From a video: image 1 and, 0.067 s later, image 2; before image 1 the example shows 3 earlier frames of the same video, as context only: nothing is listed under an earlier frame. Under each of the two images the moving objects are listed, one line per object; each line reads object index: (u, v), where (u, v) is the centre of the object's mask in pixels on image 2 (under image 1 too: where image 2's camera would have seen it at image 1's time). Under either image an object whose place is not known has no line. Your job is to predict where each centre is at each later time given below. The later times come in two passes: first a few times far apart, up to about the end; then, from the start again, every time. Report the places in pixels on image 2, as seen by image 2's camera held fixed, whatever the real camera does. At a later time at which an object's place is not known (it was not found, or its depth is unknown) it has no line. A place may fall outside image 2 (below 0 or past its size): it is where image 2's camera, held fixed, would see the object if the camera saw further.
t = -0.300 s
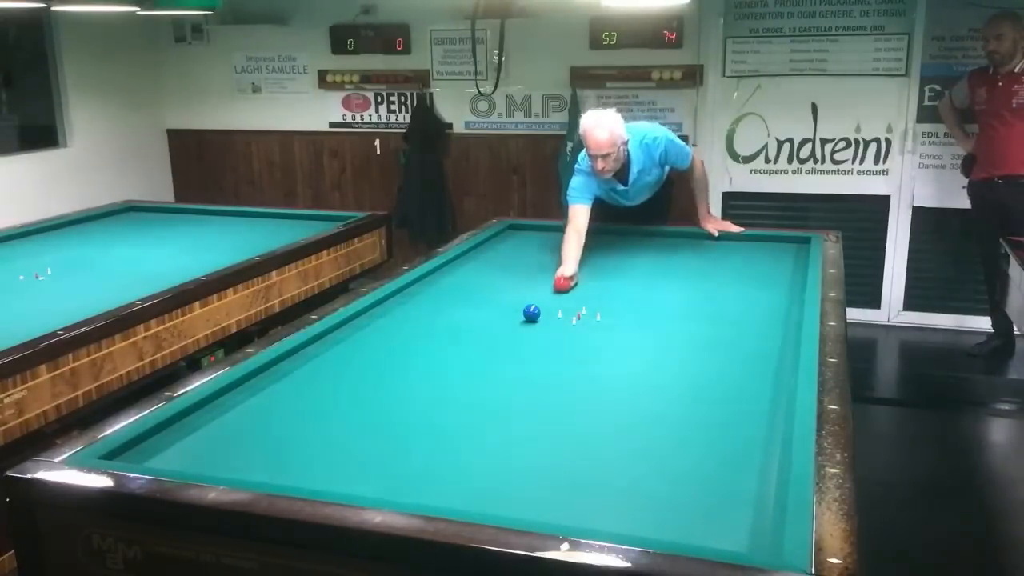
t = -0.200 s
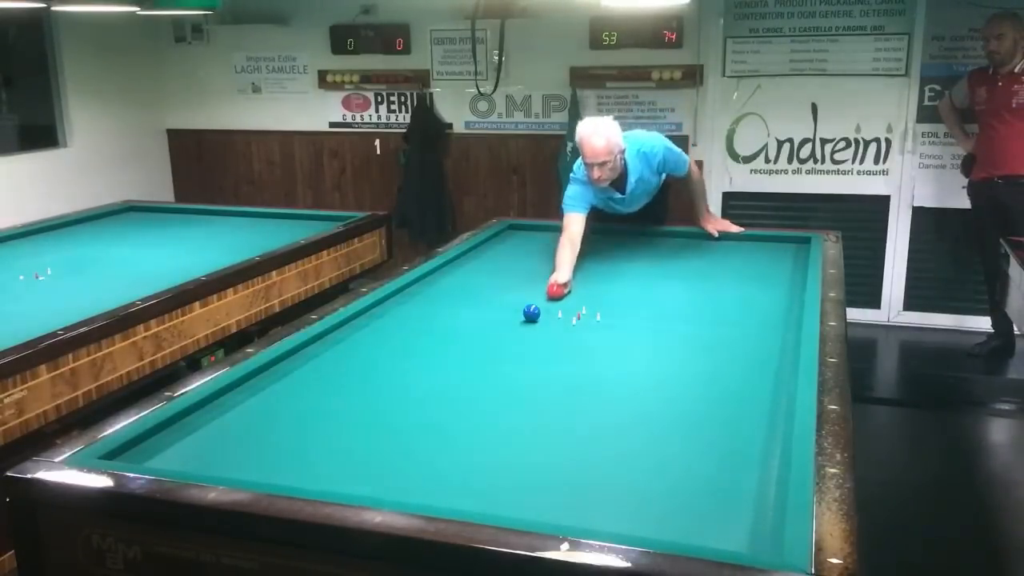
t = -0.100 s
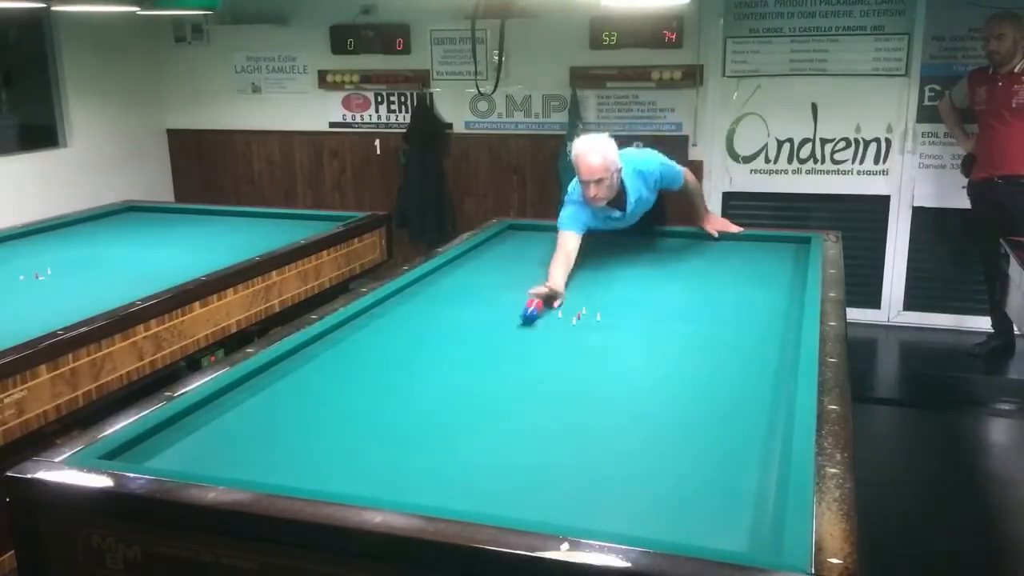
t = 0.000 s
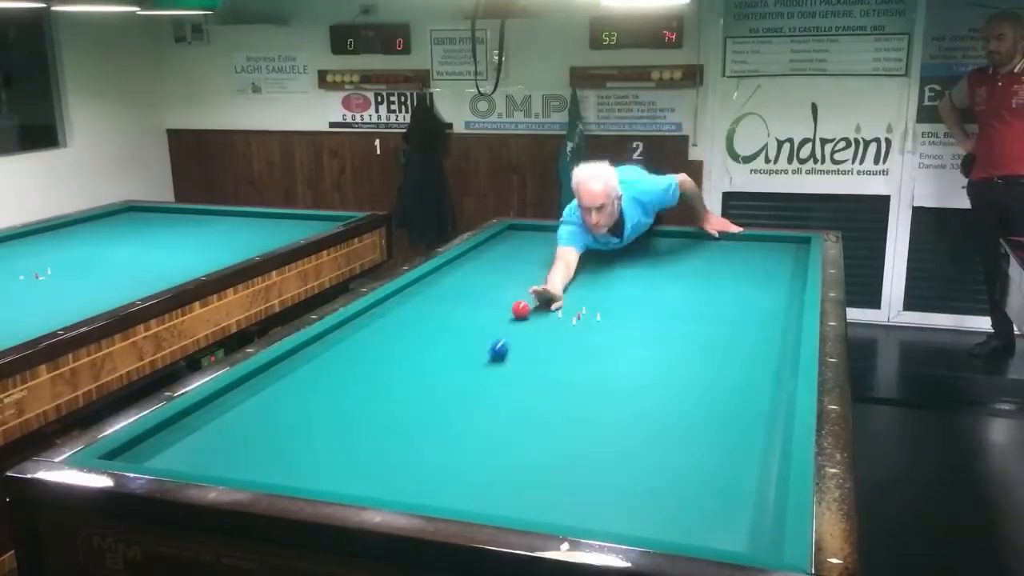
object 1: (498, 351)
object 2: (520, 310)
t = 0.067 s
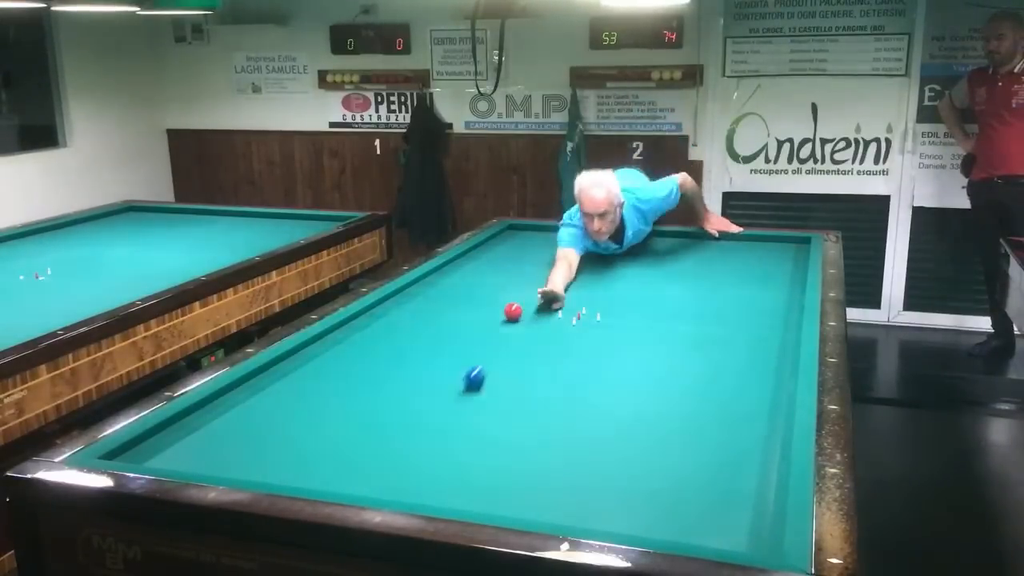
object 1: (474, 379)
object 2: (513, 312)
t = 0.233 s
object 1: (395, 471)
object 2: (494, 317)
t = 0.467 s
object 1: (457, 417)
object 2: (467, 323)
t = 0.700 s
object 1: (518, 360)
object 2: (440, 330)
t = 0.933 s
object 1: (560, 322)
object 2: (413, 336)
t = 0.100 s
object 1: (461, 394)
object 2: (509, 313)
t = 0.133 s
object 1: (446, 412)
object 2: (505, 314)
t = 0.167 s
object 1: (431, 430)
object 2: (502, 315)
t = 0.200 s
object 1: (413, 450)
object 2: (498, 316)
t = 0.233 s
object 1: (395, 471)
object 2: (494, 317)
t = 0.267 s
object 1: (378, 487)
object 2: (490, 318)
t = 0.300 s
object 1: (386, 484)
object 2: (486, 319)
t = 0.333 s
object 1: (402, 470)
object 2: (483, 319)
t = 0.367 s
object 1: (418, 455)
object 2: (479, 320)
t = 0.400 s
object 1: (432, 440)
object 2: (475, 321)
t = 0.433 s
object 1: (446, 428)
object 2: (471, 322)
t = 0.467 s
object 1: (457, 417)
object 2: (467, 323)
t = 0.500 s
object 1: (468, 406)
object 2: (464, 324)
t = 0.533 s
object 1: (478, 397)
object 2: (460, 325)
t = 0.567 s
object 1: (488, 388)
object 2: (456, 326)
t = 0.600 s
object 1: (496, 380)
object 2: (452, 327)
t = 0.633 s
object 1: (504, 373)
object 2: (448, 328)
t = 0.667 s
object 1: (512, 366)
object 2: (444, 329)
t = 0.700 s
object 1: (518, 360)
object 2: (440, 330)
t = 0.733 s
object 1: (525, 354)
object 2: (437, 331)
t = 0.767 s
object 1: (531, 347)
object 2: (432, 332)
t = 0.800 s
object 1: (537, 342)
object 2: (428, 333)
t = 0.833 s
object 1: (543, 337)
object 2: (425, 333)
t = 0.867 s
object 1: (549, 331)
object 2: (420, 334)
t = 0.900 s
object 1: (554, 327)
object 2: (417, 335)
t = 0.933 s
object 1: (560, 322)
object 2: (413, 336)
